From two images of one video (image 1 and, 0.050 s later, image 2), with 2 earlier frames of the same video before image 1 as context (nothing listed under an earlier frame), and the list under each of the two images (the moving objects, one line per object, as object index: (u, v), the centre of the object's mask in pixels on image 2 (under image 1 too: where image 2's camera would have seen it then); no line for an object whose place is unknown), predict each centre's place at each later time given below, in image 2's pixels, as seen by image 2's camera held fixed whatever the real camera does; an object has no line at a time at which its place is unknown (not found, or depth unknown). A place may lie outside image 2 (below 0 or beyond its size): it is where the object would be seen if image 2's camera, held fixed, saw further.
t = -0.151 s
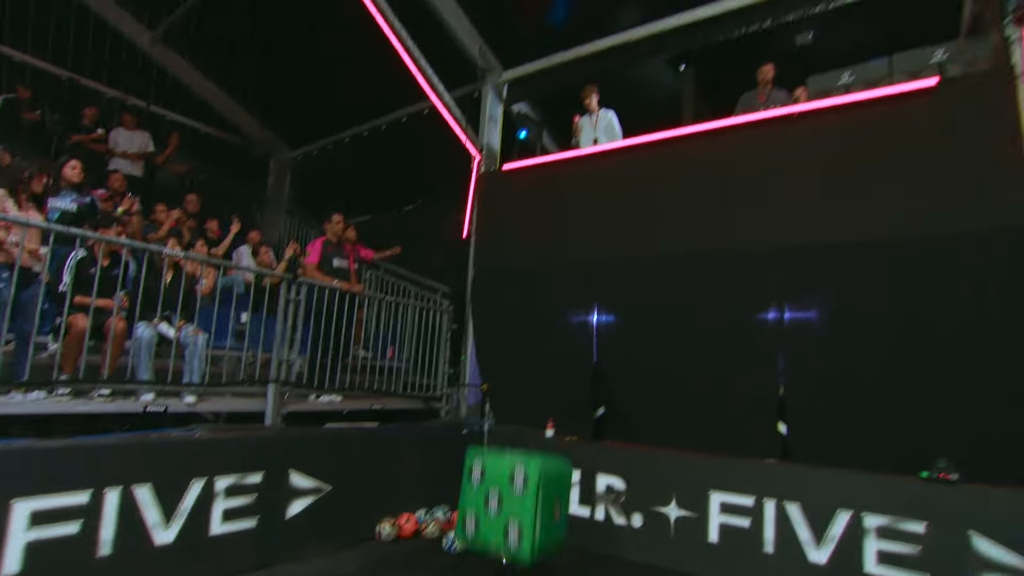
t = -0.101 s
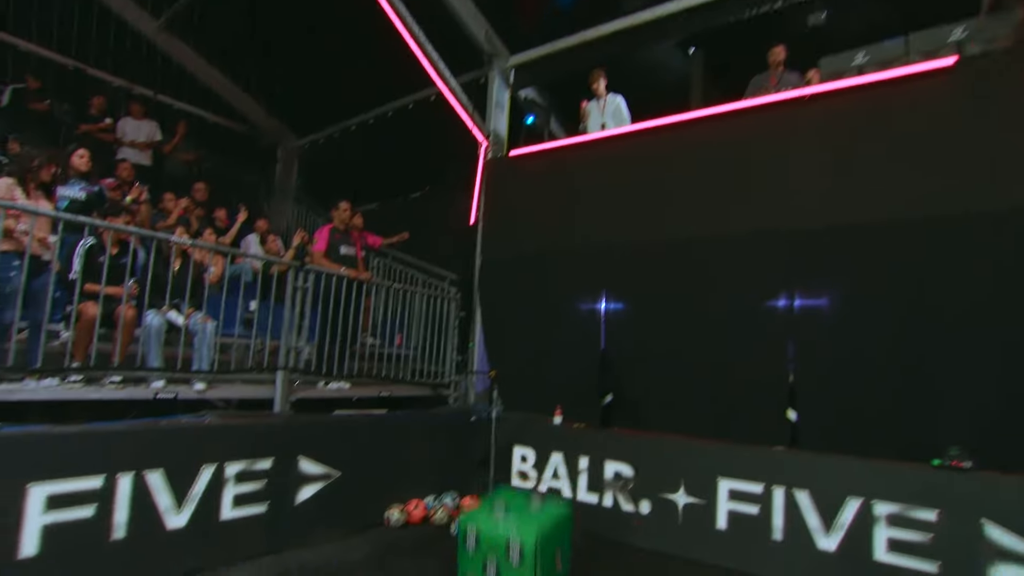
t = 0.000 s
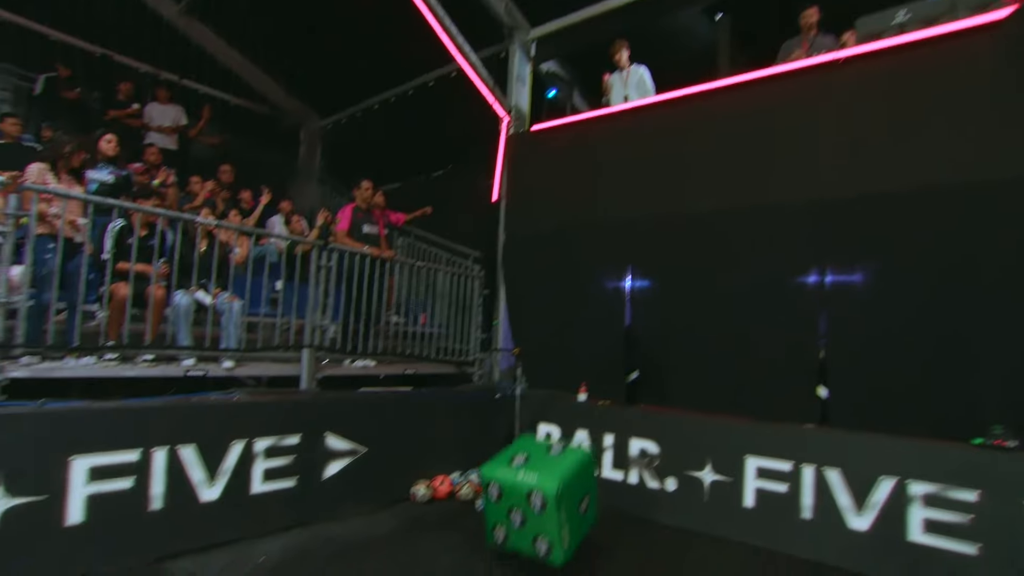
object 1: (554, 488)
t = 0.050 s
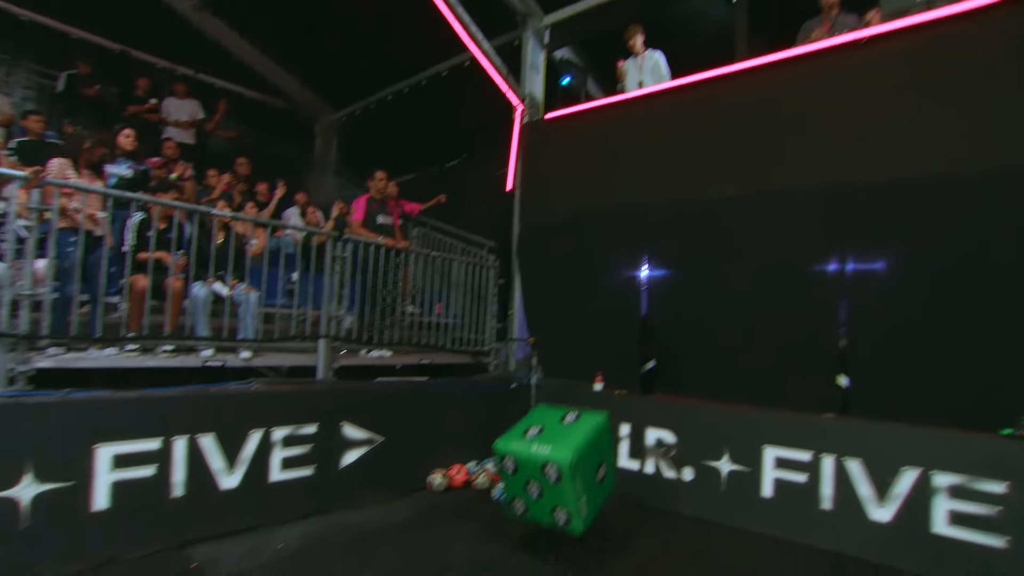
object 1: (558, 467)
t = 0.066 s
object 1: (559, 460)
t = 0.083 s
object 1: (560, 455)
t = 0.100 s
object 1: (561, 450)
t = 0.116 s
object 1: (561, 446)
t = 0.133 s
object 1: (561, 442)
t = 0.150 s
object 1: (562, 438)
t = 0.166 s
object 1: (563, 435)
